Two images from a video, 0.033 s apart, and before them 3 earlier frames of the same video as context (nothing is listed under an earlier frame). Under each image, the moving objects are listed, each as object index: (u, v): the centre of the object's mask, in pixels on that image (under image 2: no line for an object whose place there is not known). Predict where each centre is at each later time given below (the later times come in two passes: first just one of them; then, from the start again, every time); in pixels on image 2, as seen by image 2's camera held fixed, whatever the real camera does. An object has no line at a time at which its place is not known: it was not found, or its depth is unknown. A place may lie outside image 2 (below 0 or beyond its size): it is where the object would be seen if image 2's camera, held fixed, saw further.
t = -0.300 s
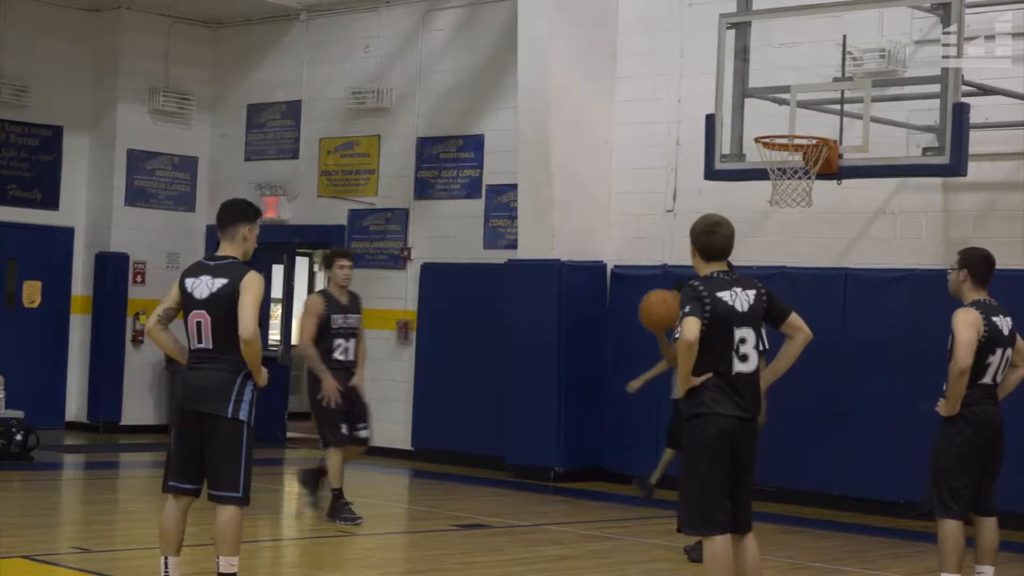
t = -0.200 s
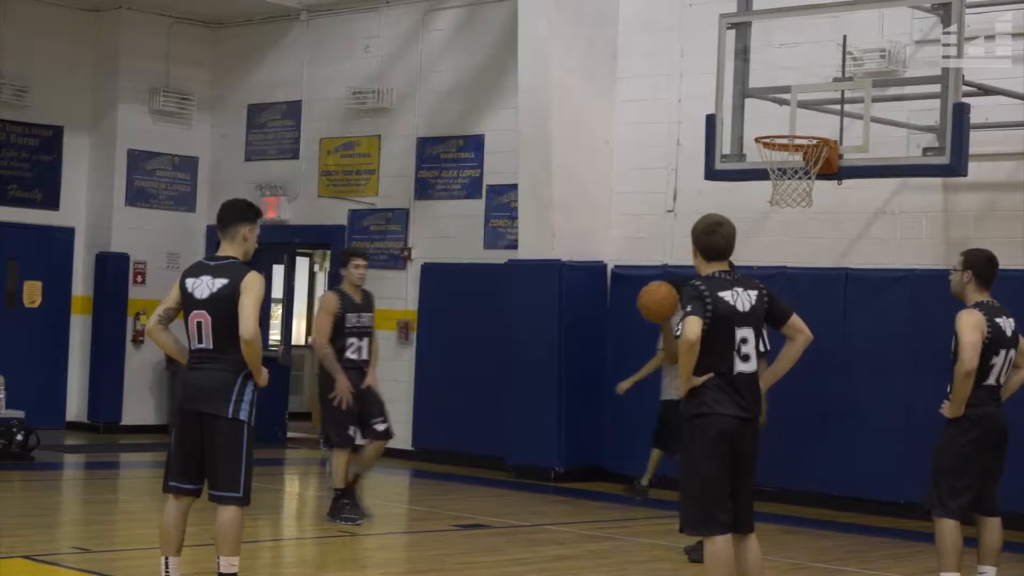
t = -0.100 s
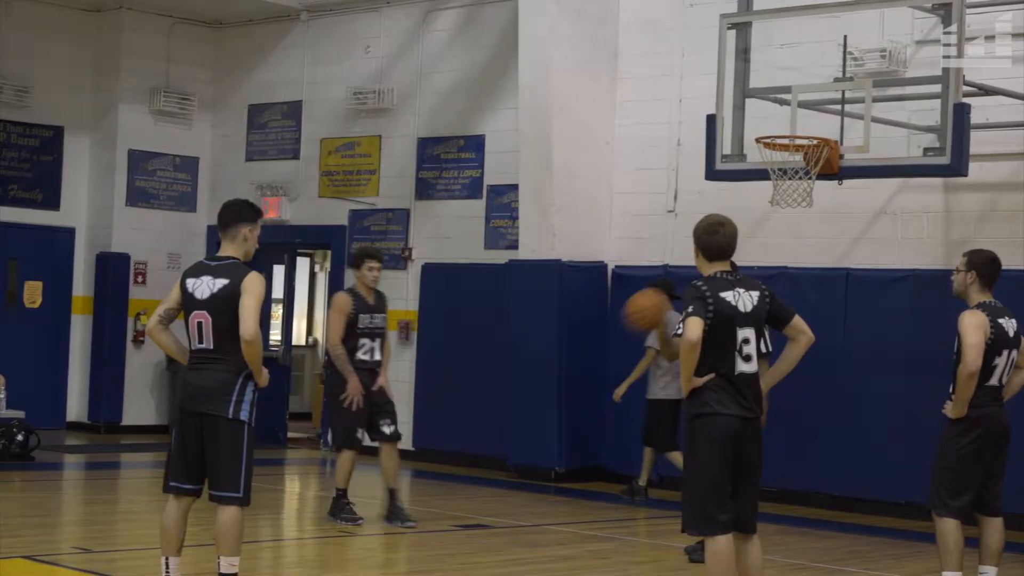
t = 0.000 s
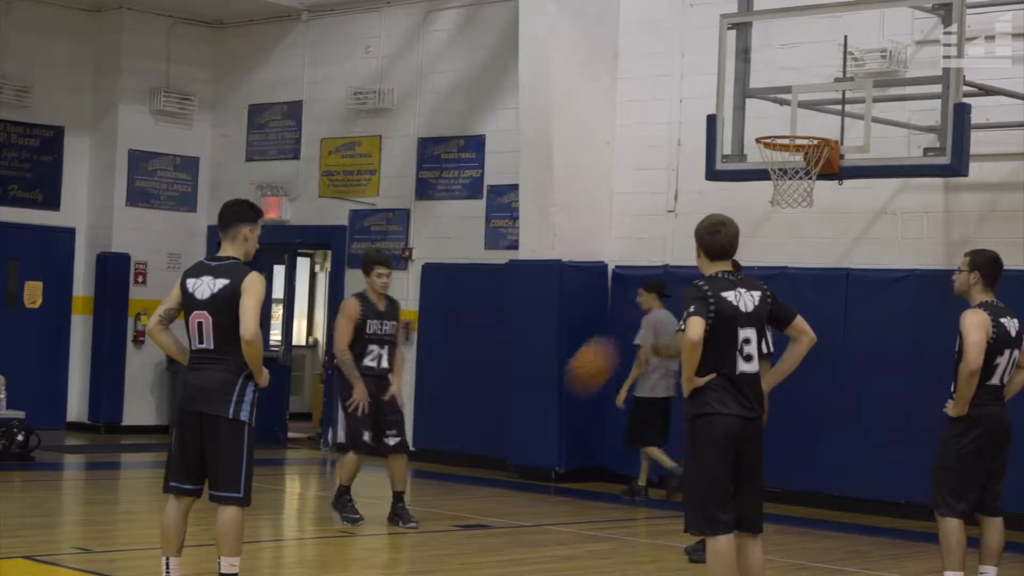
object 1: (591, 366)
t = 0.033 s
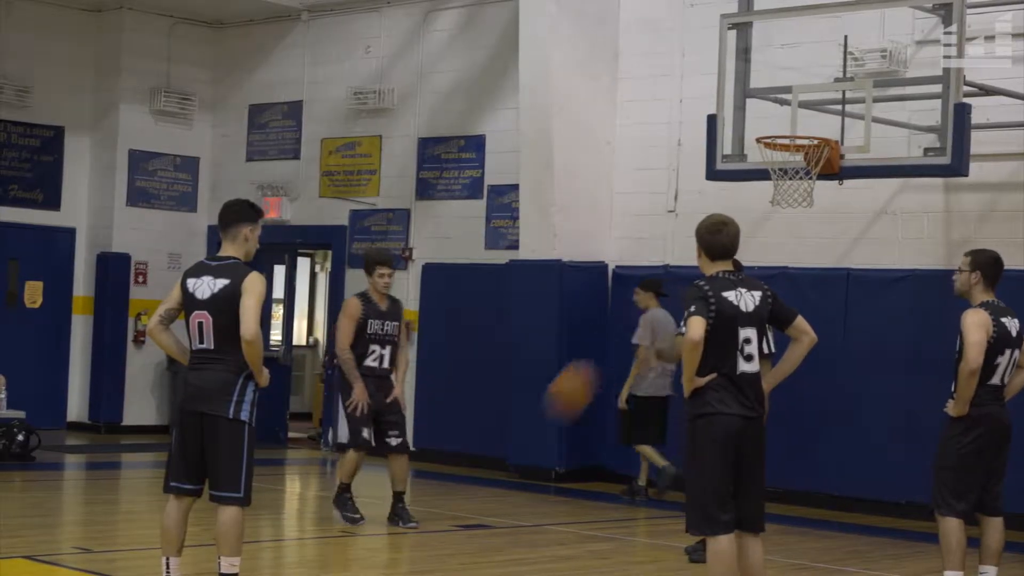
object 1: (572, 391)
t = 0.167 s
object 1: (486, 517)
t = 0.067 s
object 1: (551, 418)
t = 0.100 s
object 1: (530, 447)
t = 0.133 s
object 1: (509, 477)
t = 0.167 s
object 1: (486, 517)
